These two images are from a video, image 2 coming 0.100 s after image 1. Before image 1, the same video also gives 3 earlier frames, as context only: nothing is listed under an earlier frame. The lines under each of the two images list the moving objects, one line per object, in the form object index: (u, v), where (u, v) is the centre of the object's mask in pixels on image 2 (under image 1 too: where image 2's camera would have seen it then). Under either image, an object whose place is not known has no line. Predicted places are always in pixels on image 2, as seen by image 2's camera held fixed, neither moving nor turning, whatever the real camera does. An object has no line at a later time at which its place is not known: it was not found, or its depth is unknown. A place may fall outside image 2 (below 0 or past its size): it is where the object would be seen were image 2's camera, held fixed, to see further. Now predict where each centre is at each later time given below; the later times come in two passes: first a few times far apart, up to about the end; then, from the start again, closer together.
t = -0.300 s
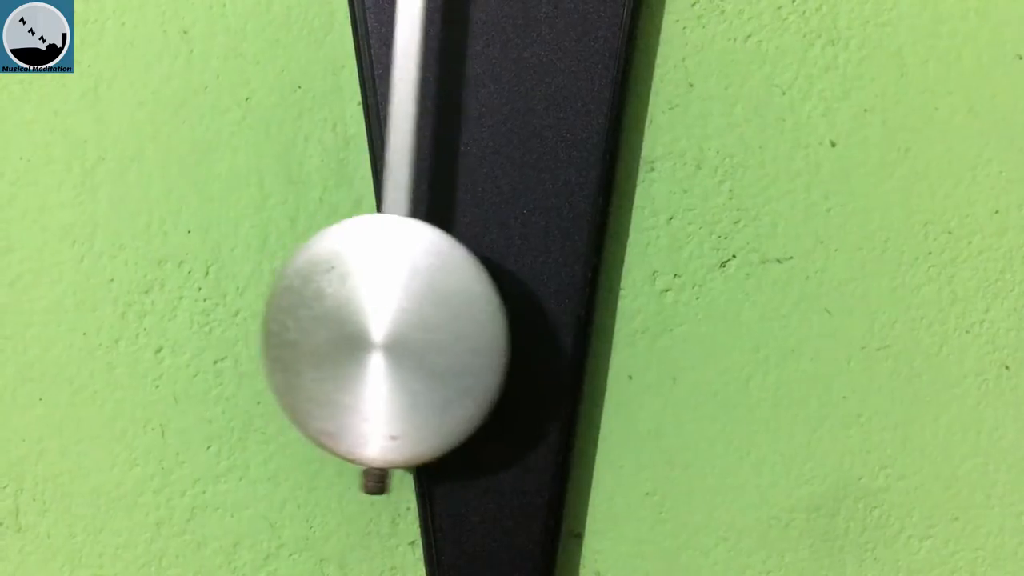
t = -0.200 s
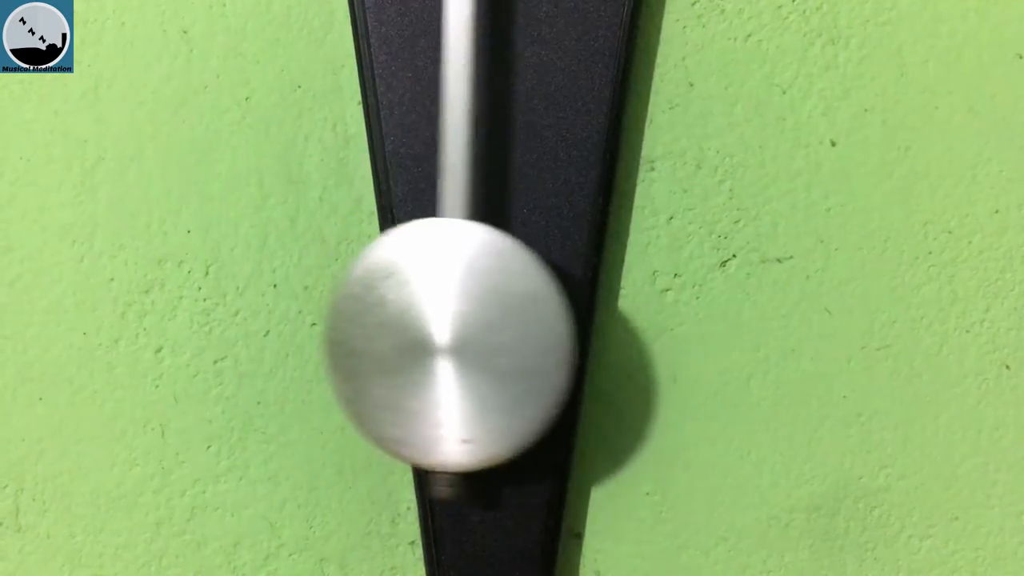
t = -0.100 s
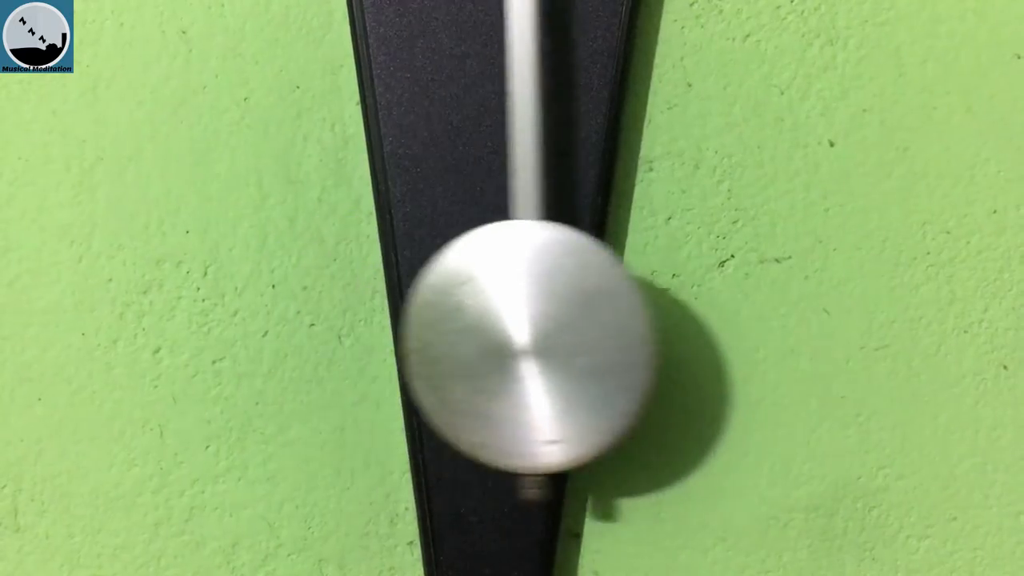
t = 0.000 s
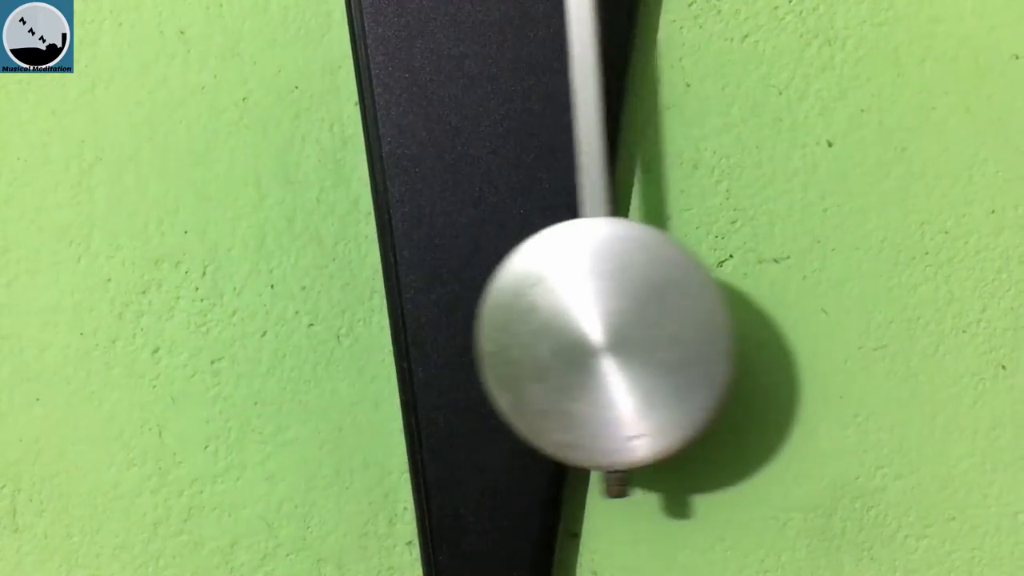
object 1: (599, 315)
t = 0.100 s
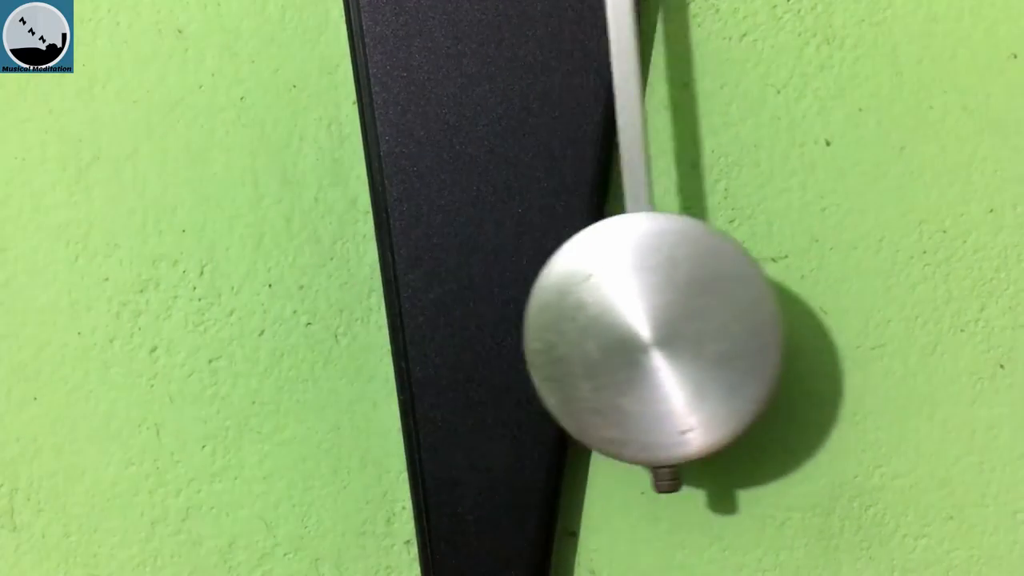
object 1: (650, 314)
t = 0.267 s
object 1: (641, 315)
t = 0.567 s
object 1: (433, 311)
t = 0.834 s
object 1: (367, 315)
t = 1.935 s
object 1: (353, 315)
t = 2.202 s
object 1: (484, 314)
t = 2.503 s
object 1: (656, 314)
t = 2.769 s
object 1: (544, 317)
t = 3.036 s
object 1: (373, 316)
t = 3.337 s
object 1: (462, 317)
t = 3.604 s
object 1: (638, 319)
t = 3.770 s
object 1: (642, 320)
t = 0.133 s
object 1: (658, 315)
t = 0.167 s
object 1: (661, 314)
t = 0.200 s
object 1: (660, 314)
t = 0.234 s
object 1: (653, 315)
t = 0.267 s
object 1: (641, 315)
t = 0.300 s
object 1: (625, 314)
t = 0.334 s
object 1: (605, 314)
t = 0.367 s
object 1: (582, 314)
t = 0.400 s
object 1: (558, 315)
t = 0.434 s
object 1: (532, 315)
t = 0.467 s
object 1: (507, 313)
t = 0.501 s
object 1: (482, 313)
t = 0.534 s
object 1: (457, 312)
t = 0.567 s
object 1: (433, 311)
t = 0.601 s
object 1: (411, 311)
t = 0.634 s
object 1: (392, 309)
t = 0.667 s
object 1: (376, 311)
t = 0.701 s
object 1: (365, 313)
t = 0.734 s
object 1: (359, 313)
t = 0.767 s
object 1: (357, 314)
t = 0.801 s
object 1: (360, 314)
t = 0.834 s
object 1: (367, 315)
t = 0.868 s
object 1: (380, 315)
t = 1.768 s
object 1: (414, 311)
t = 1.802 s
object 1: (393, 313)
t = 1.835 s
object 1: (376, 314)
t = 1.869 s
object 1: (364, 314)
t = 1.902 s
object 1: (356, 314)
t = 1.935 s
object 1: (353, 315)
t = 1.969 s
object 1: (355, 315)
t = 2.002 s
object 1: (363, 315)
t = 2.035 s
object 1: (374, 314)
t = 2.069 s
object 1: (390, 314)
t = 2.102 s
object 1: (410, 315)
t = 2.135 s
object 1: (433, 313)
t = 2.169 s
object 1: (458, 313)
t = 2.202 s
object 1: (484, 314)
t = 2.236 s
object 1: (510, 312)
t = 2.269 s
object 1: (535, 314)
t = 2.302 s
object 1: (561, 314)
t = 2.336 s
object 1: (584, 314)
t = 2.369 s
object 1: (606, 314)
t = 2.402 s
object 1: (624, 313)
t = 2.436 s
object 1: (639, 314)
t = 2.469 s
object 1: (650, 314)
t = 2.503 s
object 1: (656, 314)
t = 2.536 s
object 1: (657, 314)
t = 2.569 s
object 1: (652, 314)
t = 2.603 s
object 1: (643, 315)
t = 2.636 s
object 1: (630, 316)
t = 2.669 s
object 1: (613, 316)
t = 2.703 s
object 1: (592, 316)
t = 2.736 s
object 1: (569, 317)
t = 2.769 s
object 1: (544, 317)
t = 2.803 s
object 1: (518, 317)
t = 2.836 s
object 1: (494, 315)
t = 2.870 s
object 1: (468, 315)
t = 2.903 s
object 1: (444, 316)
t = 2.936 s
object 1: (421, 316)
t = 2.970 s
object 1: (401, 316)
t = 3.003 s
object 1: (386, 316)
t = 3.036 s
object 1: (373, 316)
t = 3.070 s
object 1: (366, 316)
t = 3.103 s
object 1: (364, 316)
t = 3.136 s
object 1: (366, 316)
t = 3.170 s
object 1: (372, 316)
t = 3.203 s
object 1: (384, 315)
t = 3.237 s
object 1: (400, 313)
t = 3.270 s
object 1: (418, 312)
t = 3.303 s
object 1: (439, 315)
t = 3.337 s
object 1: (462, 317)
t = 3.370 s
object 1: (487, 316)
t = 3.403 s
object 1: (511, 317)
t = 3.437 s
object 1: (536, 318)
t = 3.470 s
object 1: (562, 318)
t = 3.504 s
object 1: (585, 318)
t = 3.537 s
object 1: (606, 318)
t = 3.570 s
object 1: (624, 319)
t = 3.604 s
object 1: (638, 319)
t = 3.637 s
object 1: (649, 319)
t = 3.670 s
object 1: (655, 319)
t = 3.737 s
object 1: (651, 320)
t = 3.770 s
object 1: (642, 320)
